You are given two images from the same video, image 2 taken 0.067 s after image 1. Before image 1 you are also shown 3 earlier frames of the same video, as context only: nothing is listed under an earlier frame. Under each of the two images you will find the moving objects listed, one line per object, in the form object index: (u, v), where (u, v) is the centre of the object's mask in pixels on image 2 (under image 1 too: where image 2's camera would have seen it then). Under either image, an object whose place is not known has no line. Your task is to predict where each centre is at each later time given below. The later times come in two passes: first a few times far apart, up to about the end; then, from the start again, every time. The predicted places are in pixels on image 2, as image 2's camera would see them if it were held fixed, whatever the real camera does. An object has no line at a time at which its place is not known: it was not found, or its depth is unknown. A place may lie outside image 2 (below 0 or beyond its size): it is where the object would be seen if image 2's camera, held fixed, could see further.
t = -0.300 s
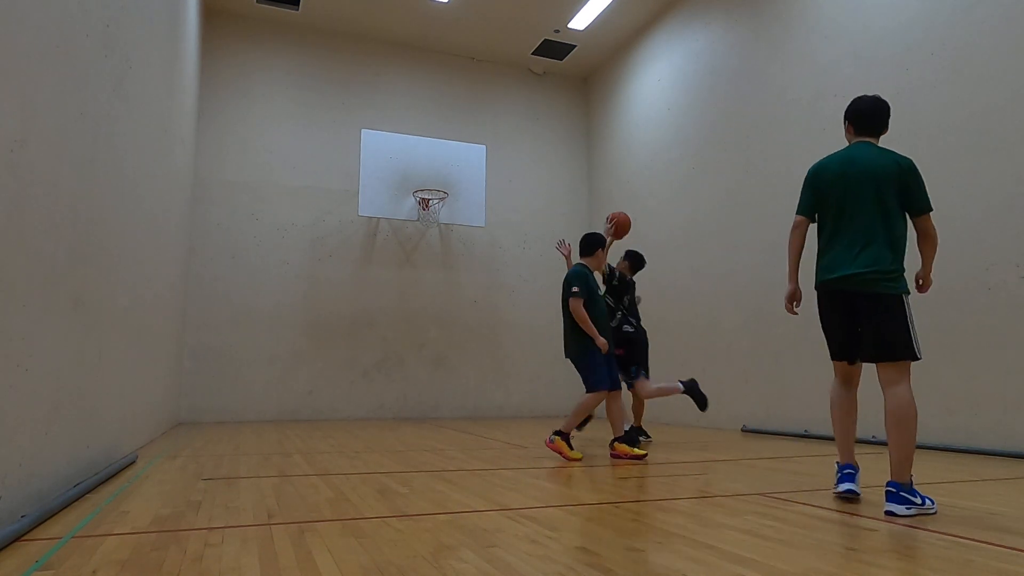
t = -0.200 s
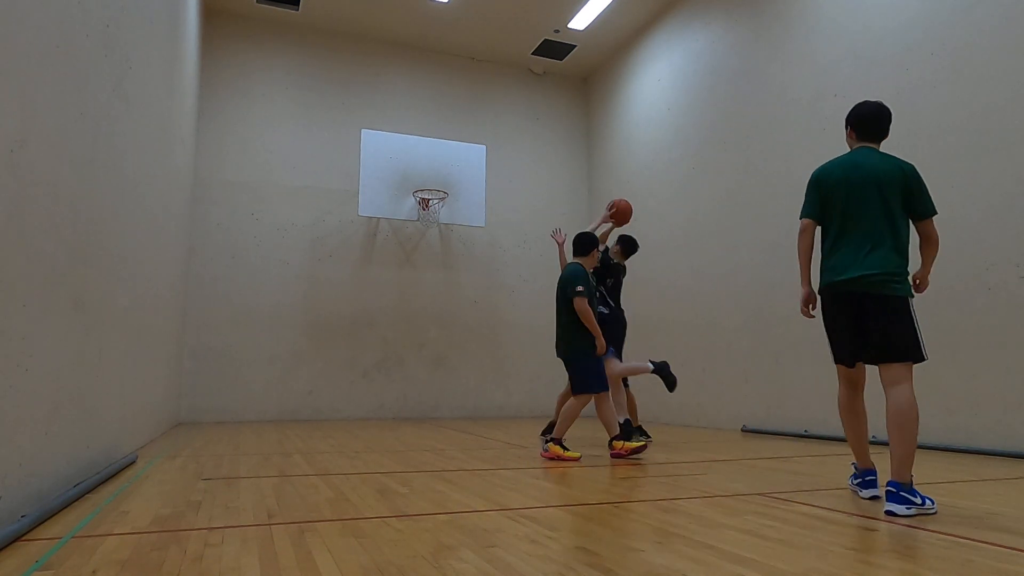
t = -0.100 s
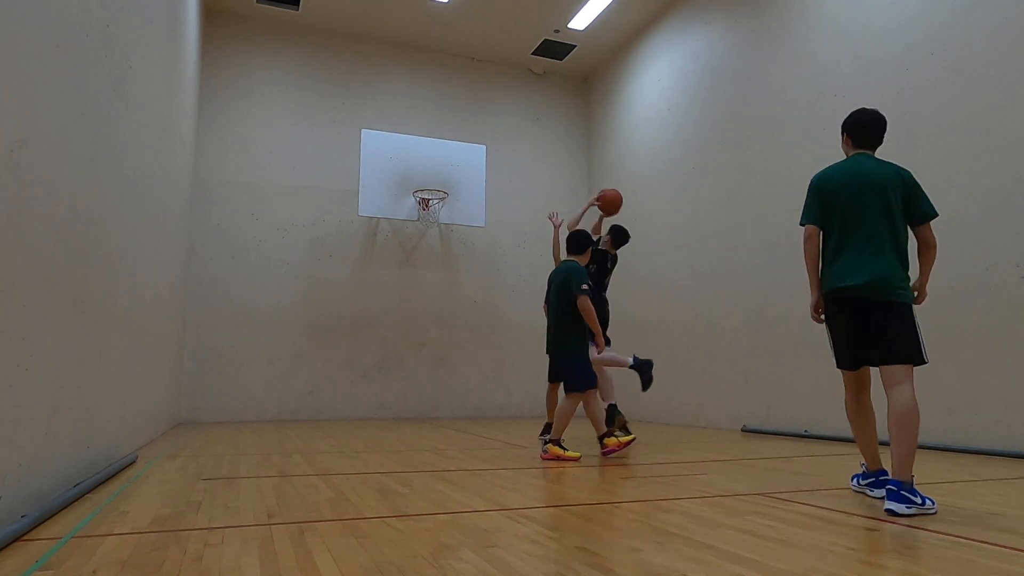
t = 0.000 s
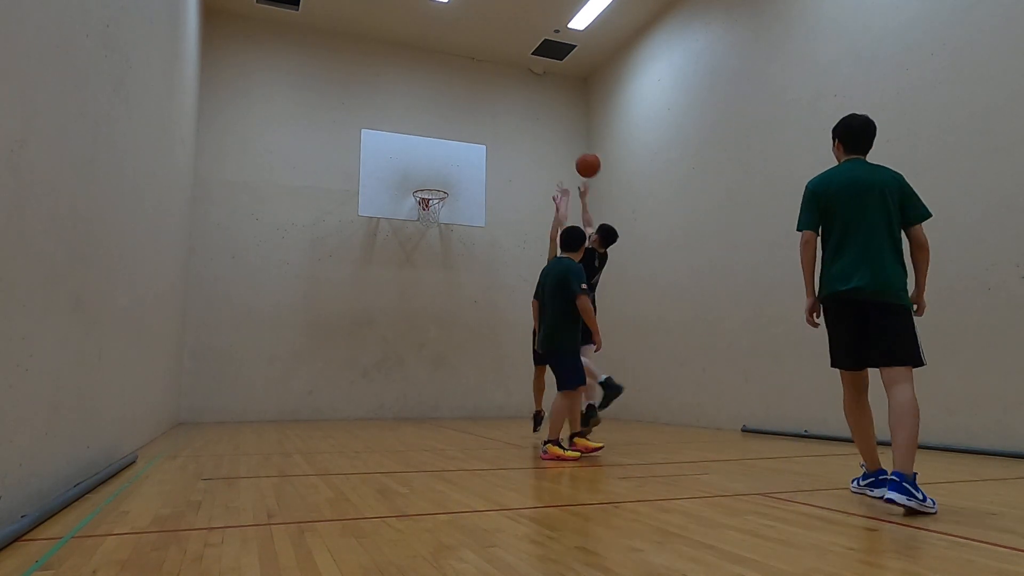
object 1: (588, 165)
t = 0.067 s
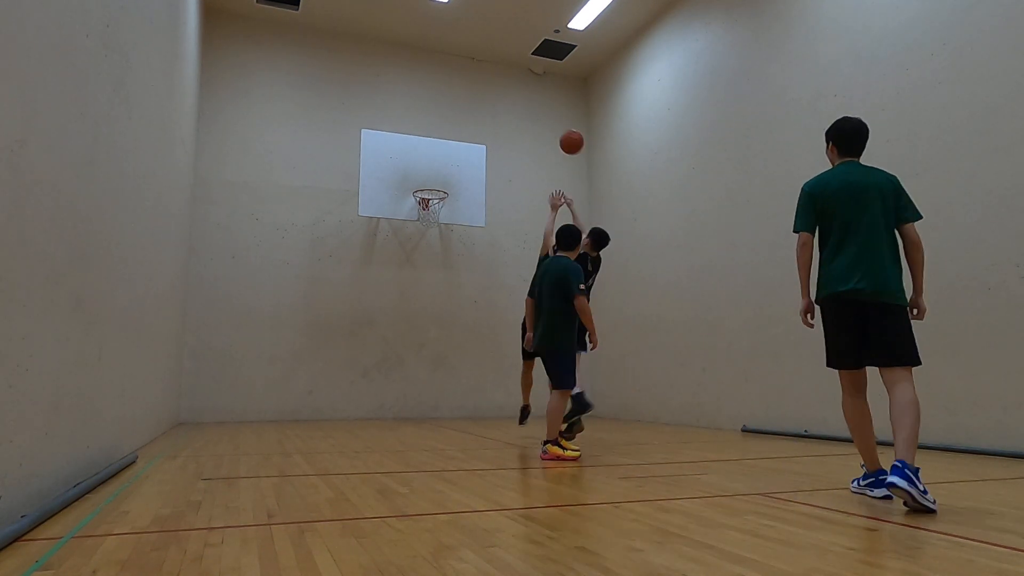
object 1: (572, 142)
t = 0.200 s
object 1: (542, 112)
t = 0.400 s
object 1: (503, 102)
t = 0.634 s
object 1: (466, 130)
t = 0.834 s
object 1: (437, 182)
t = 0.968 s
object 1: (419, 230)
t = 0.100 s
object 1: (564, 133)
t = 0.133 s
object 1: (556, 125)
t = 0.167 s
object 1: (549, 118)
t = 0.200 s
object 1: (542, 112)
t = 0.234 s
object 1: (535, 108)
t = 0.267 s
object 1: (528, 105)
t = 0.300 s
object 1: (522, 103)
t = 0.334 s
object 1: (516, 101)
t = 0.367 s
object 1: (509, 101)
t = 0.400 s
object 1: (503, 102)
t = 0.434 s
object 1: (498, 104)
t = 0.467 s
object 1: (492, 106)
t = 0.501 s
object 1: (486, 109)
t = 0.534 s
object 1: (481, 113)
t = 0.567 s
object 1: (476, 118)
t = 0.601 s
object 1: (471, 124)
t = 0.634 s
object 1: (466, 130)
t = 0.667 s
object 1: (461, 137)
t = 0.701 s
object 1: (456, 145)
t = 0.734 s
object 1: (451, 153)
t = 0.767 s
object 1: (446, 162)
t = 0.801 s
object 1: (442, 172)
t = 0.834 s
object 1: (437, 182)
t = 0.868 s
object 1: (432, 193)
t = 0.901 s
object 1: (428, 205)
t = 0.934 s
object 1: (424, 217)
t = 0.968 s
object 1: (419, 230)
